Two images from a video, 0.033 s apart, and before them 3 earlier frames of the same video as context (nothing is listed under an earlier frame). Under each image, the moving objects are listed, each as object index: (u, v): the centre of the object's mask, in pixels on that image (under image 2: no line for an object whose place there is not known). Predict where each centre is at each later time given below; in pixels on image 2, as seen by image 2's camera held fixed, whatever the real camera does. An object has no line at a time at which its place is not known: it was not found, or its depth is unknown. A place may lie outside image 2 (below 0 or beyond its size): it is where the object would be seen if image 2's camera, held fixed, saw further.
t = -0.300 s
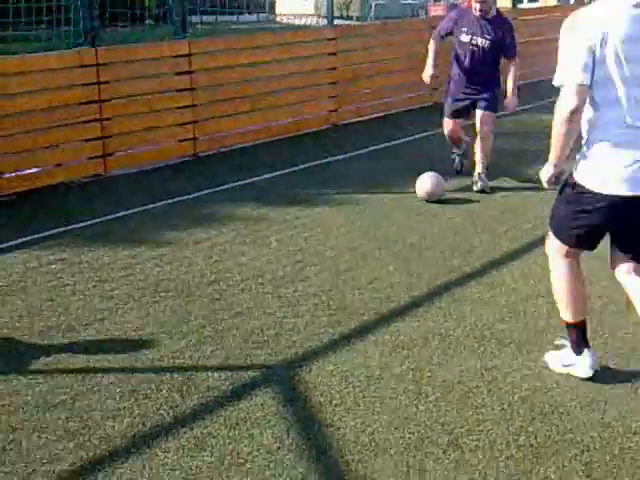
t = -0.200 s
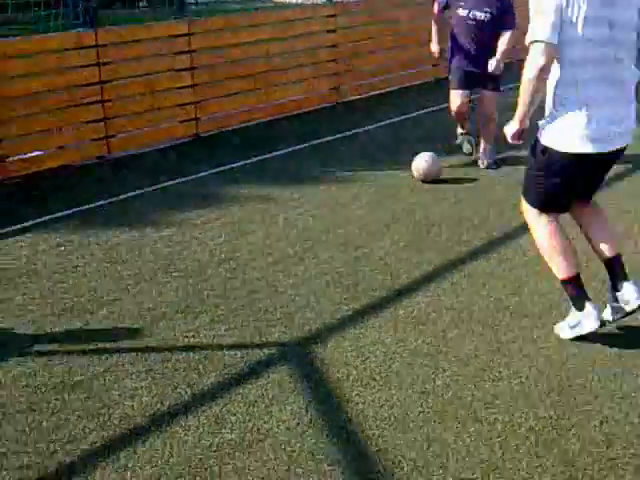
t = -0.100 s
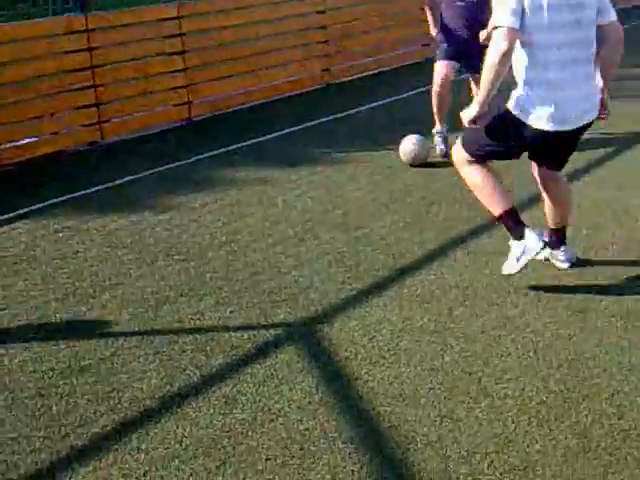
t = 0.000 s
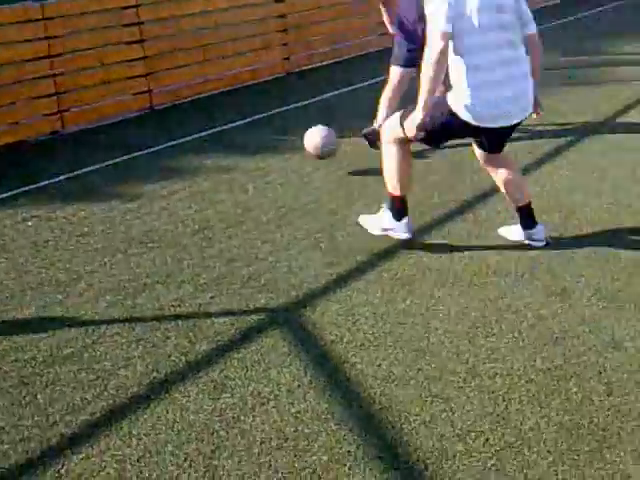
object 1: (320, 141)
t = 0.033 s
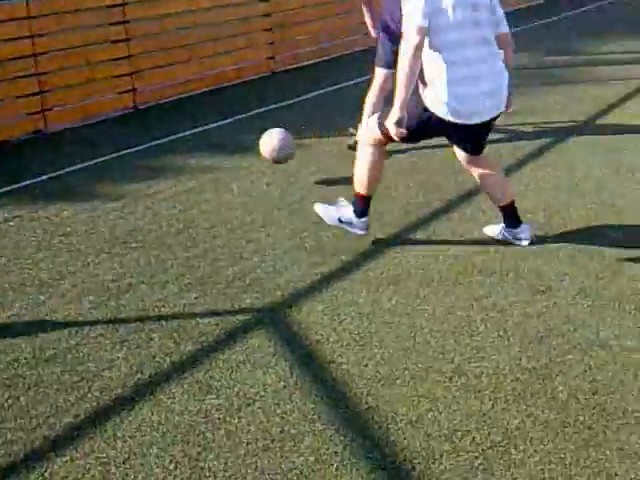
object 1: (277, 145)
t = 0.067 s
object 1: (247, 152)
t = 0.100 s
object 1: (212, 160)
